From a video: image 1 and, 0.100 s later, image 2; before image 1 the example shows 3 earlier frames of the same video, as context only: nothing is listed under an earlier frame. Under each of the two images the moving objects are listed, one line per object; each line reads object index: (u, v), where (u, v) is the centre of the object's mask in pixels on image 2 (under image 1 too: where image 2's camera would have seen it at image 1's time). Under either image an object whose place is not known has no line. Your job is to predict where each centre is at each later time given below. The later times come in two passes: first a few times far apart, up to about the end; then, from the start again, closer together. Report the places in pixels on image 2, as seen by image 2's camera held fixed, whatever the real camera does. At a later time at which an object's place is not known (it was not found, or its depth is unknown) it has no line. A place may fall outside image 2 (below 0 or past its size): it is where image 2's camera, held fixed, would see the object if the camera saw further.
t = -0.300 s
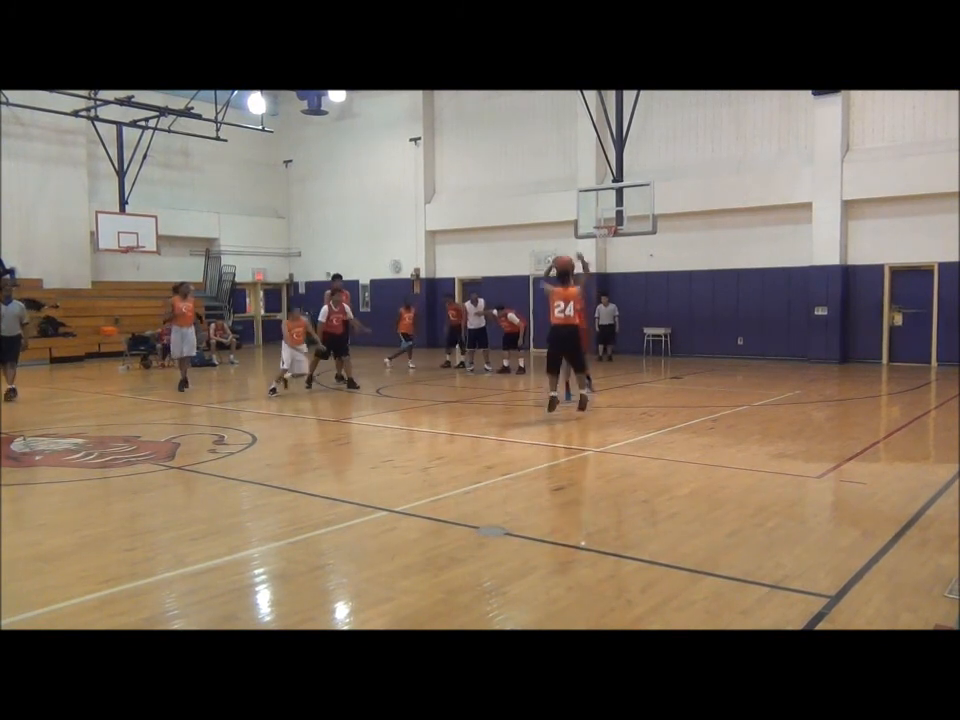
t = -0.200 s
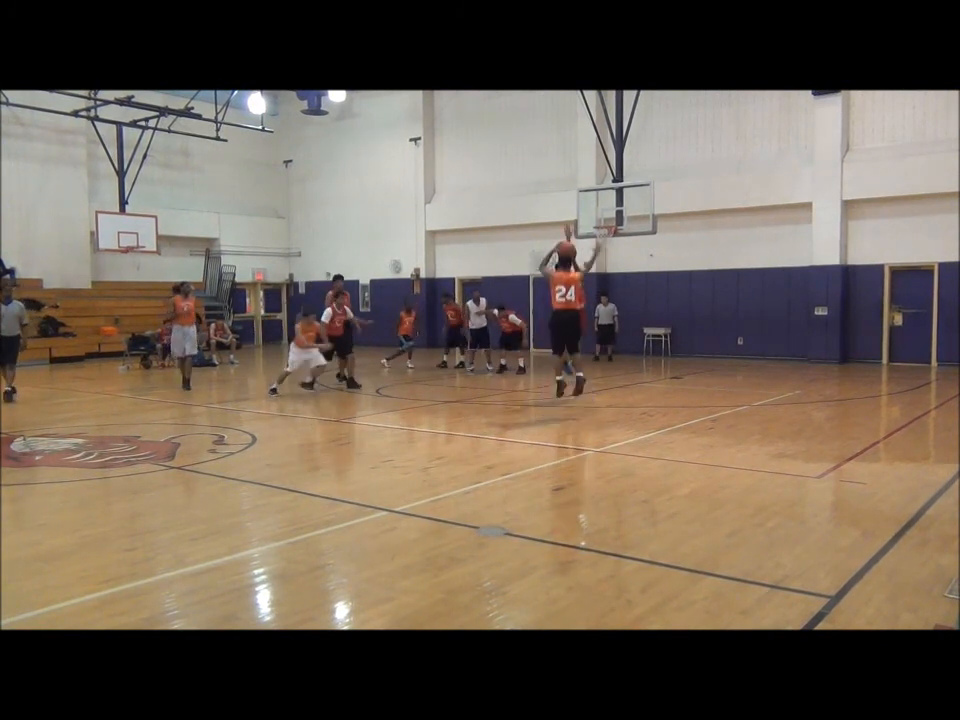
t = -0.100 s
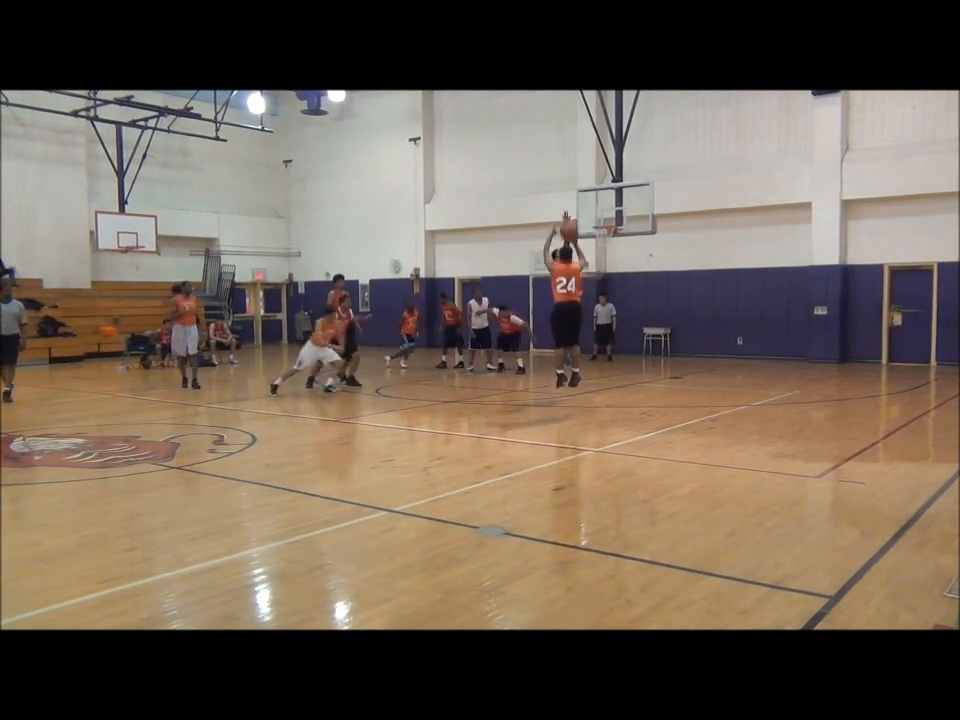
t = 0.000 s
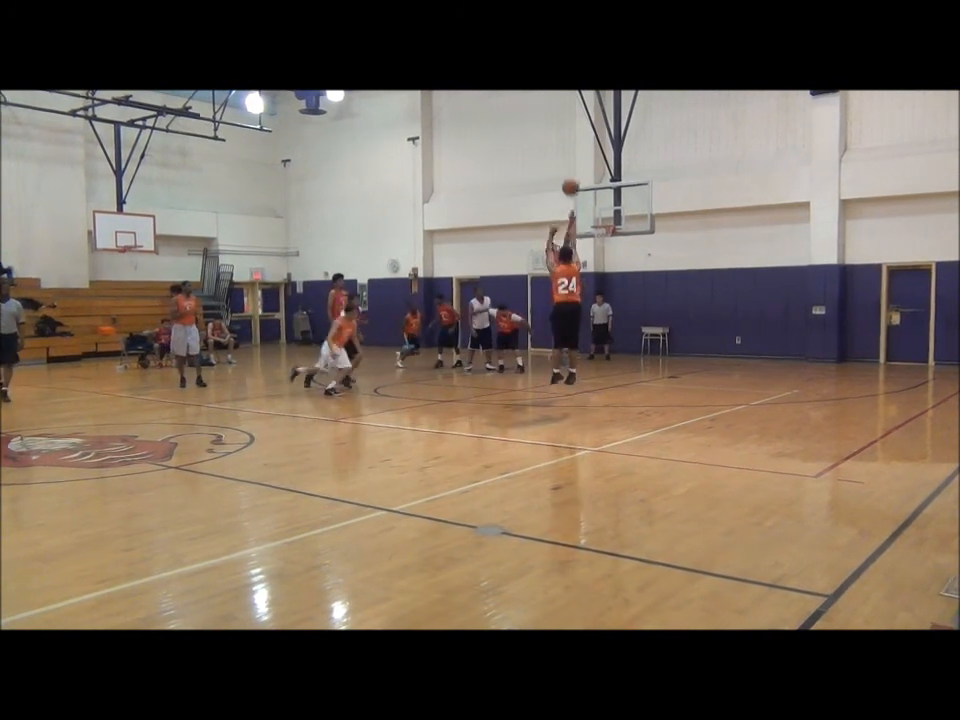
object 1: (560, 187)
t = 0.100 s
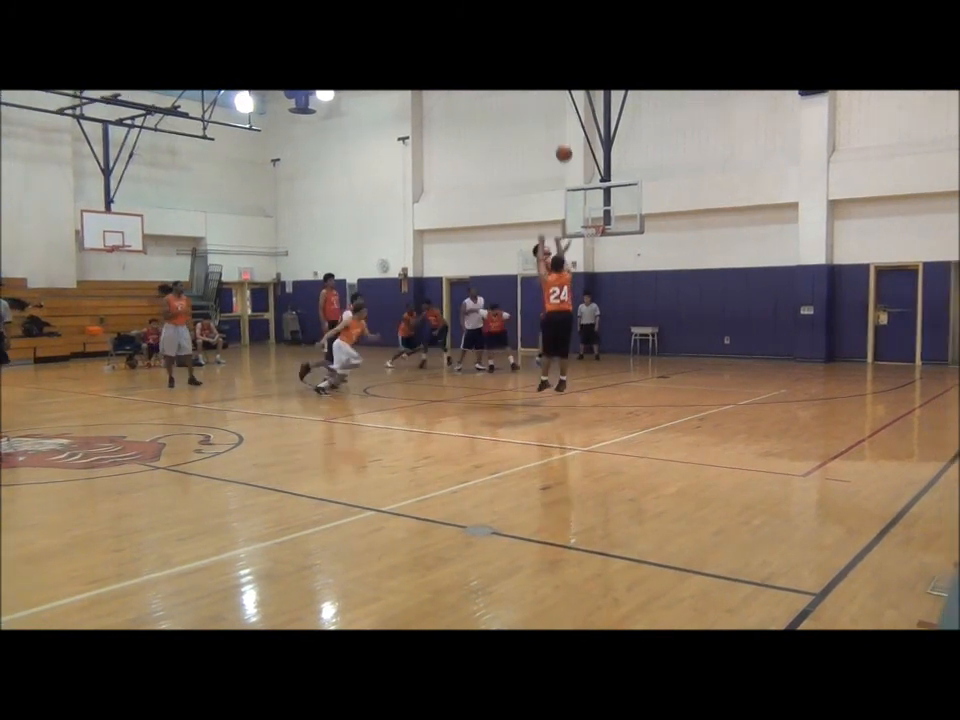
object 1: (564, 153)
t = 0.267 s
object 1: (568, 118)
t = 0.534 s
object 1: (576, 102)
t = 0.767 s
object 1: (580, 122)
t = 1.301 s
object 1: (590, 237)
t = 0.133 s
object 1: (565, 144)
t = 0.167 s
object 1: (565, 136)
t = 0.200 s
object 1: (566, 128)
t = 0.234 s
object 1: (567, 122)
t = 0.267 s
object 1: (568, 118)
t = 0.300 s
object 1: (569, 112)
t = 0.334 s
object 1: (570, 109)
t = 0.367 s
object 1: (571, 106)
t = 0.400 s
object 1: (572, 104)
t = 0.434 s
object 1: (573, 102)
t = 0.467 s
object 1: (573, 102)
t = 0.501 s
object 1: (575, 101)
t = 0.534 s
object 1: (576, 102)
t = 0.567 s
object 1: (576, 103)
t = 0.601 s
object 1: (576, 105)
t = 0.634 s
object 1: (577, 107)
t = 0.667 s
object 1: (578, 110)
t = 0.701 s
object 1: (579, 113)
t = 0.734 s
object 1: (580, 118)
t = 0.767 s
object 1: (580, 122)
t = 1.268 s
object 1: (592, 231)
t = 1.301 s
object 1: (590, 237)
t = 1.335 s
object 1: (590, 236)
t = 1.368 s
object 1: (590, 237)
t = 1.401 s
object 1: (590, 238)
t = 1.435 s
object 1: (590, 241)
